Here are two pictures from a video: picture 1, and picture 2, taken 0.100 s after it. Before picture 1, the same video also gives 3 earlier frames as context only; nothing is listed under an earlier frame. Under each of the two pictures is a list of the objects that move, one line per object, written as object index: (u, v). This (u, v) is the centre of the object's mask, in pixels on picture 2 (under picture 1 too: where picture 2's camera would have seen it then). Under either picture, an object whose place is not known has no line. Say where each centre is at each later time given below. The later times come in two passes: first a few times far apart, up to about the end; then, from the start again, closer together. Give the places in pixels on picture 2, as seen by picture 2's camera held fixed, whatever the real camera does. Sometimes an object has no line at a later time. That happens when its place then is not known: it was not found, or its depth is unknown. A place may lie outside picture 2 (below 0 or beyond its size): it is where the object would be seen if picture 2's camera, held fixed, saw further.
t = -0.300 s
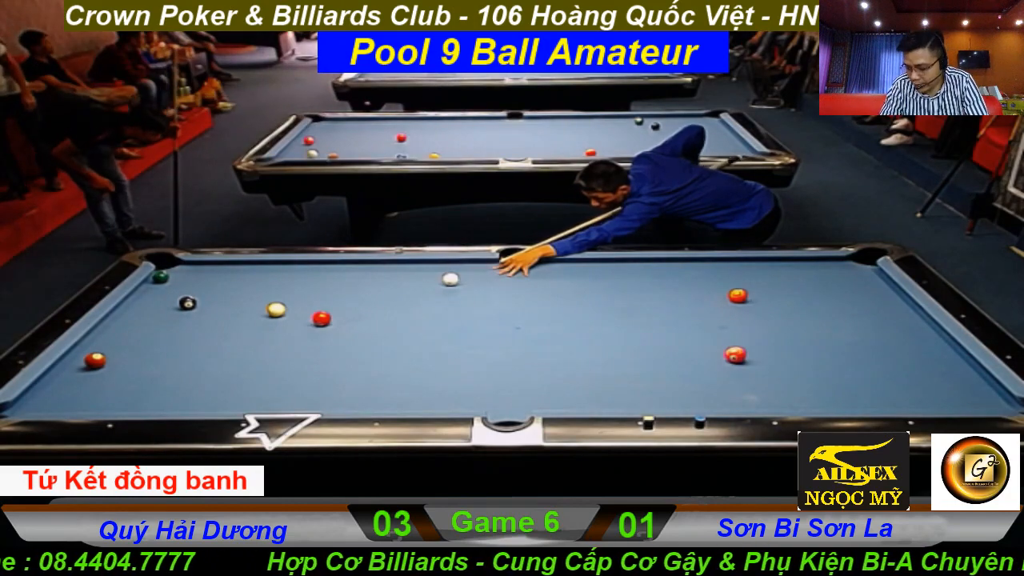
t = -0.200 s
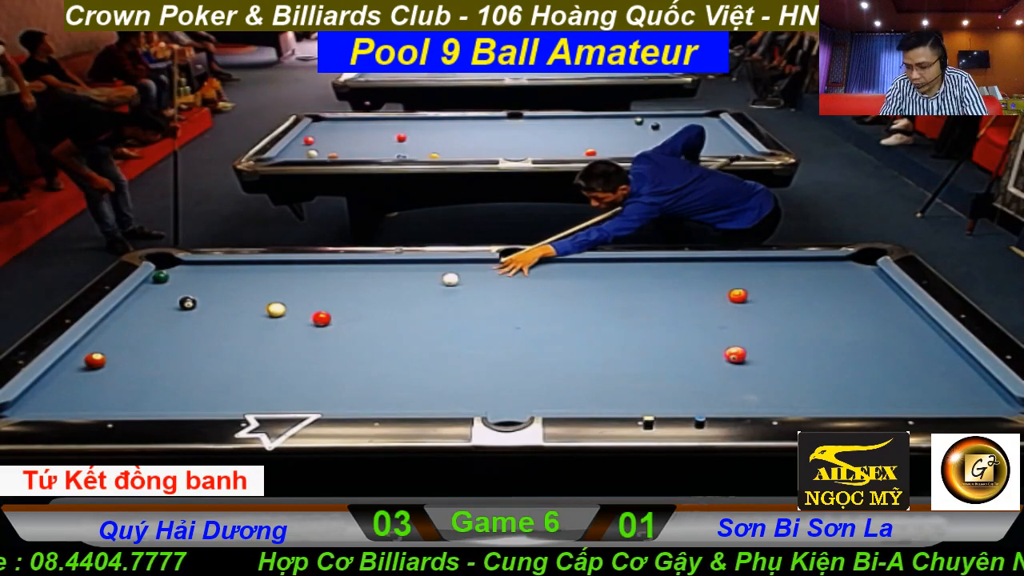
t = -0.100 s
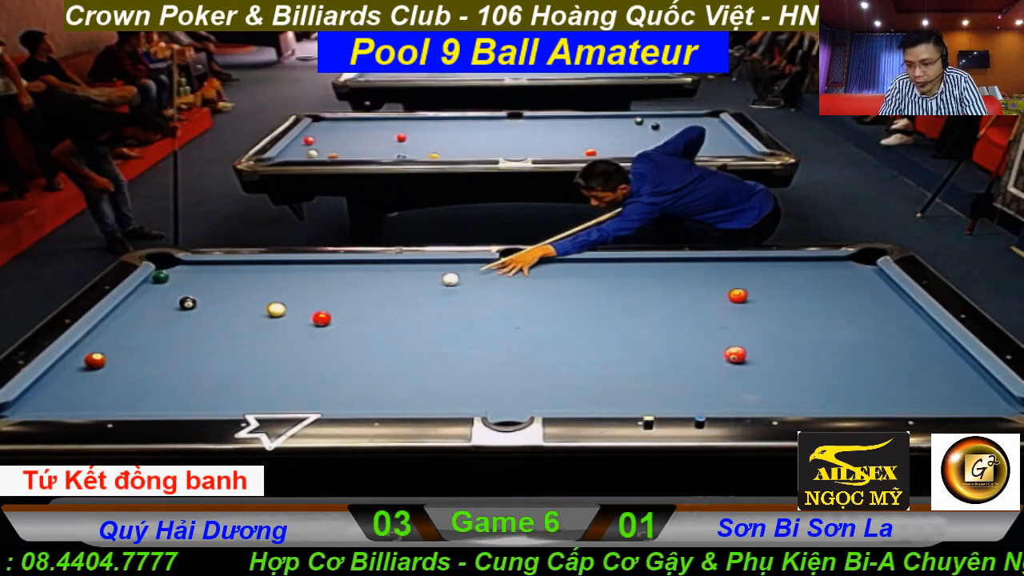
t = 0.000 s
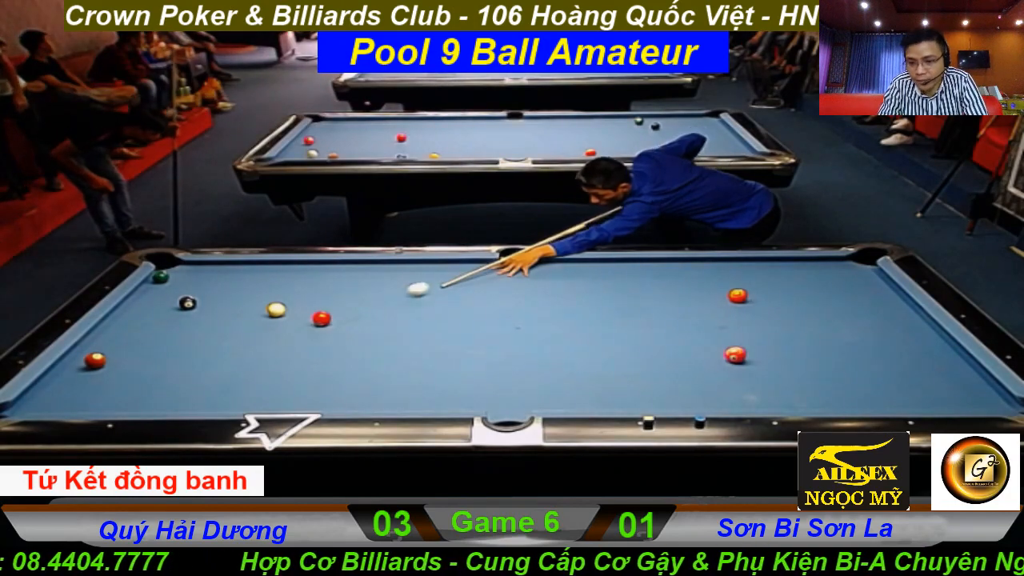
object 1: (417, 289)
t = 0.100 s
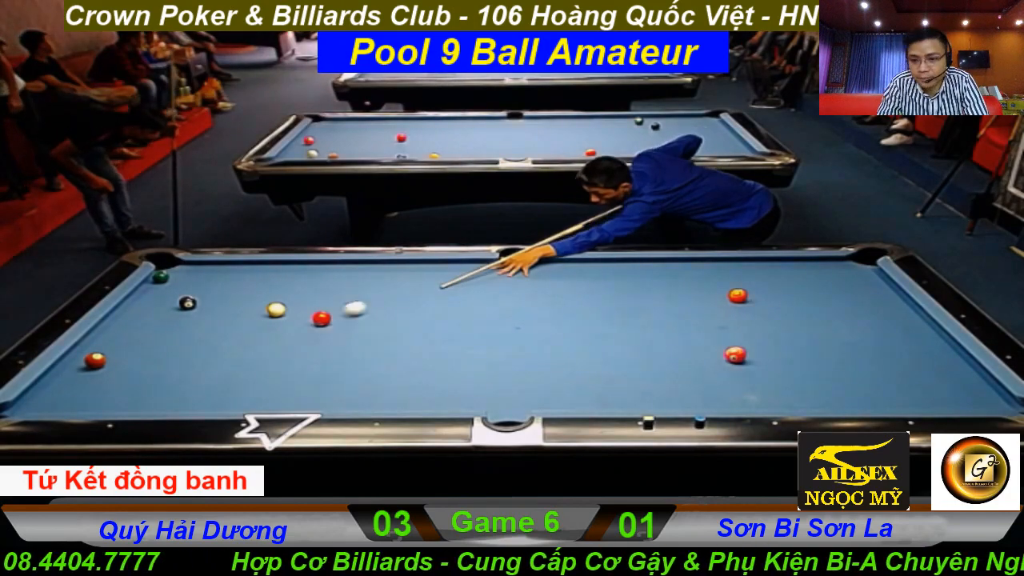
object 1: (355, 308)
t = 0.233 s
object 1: (340, 314)
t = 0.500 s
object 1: (355, 310)
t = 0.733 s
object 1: (367, 307)
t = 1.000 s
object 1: (378, 305)
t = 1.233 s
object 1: (386, 302)
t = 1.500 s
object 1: (394, 300)
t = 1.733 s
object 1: (399, 299)
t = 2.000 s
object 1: (404, 298)
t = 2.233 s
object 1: (408, 298)
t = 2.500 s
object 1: (410, 297)
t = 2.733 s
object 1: (411, 297)
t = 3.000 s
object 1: (411, 297)
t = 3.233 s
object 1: (411, 297)
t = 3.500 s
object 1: (411, 297)
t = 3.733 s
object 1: (411, 297)
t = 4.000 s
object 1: (411, 297)
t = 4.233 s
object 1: (411, 297)
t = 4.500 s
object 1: (411, 297)
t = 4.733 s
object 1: (411, 297)
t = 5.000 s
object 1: (411, 297)
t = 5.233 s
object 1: (411, 297)
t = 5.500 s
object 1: (411, 297)
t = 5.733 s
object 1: (411, 297)
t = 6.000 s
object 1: (411, 297)
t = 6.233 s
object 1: (411, 297)
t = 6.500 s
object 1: (411, 297)
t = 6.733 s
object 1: (411, 297)
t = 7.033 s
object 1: (408, 294)
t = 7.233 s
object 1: (411, 297)
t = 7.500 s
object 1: (411, 297)
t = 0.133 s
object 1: (337, 314)
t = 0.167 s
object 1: (337, 314)
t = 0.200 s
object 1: (338, 314)
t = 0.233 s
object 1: (340, 314)
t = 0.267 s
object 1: (342, 313)
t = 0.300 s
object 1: (344, 312)
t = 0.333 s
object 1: (346, 312)
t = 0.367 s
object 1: (348, 311)
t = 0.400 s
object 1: (350, 311)
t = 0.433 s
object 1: (351, 310)
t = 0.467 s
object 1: (353, 310)
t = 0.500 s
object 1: (355, 310)
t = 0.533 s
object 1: (357, 309)
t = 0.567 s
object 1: (358, 309)
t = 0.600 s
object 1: (360, 308)
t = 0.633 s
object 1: (362, 308)
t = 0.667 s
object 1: (363, 307)
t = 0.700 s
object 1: (365, 307)
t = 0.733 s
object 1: (367, 307)
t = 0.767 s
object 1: (368, 306)
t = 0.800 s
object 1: (369, 306)
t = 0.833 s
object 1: (371, 306)
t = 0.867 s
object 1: (372, 306)
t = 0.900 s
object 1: (374, 305)
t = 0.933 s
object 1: (375, 305)
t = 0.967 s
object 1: (377, 304)
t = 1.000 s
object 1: (378, 305)
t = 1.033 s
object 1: (379, 304)
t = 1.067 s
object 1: (380, 304)
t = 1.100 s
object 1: (381, 303)
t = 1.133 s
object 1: (382, 303)
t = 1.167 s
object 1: (384, 303)
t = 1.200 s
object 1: (385, 302)
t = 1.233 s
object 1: (386, 302)
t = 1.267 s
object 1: (387, 302)
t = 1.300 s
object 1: (388, 302)
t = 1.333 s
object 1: (389, 301)
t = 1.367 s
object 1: (390, 301)
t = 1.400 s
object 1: (391, 301)
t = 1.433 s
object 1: (392, 301)
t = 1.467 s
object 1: (393, 300)
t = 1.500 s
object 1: (394, 300)
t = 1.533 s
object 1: (395, 300)
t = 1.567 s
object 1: (396, 300)
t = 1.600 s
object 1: (397, 300)
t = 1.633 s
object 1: (397, 300)
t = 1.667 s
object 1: (398, 299)
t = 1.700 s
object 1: (399, 299)
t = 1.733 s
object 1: (399, 299)
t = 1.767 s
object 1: (400, 299)
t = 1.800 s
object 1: (401, 299)
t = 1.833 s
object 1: (401, 298)
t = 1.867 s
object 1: (402, 298)
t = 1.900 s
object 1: (403, 299)
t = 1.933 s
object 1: (403, 298)
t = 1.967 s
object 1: (404, 298)
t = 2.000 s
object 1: (404, 298)
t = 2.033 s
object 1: (405, 298)
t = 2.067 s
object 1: (406, 298)
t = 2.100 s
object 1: (406, 298)
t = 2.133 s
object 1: (407, 298)
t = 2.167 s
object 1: (407, 298)
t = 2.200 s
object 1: (407, 298)
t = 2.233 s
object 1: (408, 298)
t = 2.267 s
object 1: (408, 298)
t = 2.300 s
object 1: (409, 298)
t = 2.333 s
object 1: (409, 298)
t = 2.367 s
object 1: (409, 298)
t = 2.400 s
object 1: (409, 297)
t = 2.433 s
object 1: (410, 297)
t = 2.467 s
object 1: (410, 297)
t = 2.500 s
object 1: (410, 297)
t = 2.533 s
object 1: (410, 297)
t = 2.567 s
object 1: (410, 297)
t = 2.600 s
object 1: (411, 297)
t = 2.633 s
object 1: (411, 297)
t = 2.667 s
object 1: (411, 297)
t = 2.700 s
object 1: (411, 297)
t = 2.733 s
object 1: (411, 297)
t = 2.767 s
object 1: (411, 297)
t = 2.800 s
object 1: (411, 297)
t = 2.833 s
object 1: (411, 297)
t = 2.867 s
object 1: (411, 297)
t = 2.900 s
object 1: (411, 297)
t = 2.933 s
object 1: (411, 297)
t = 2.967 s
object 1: (411, 297)
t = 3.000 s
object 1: (411, 297)
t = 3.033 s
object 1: (411, 297)
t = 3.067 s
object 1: (411, 297)
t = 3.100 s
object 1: (411, 297)
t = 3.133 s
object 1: (411, 297)
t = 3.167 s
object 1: (411, 297)
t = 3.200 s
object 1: (411, 297)
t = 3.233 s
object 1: (411, 297)
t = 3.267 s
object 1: (411, 297)
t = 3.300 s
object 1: (411, 297)
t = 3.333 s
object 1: (411, 297)
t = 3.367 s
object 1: (411, 297)
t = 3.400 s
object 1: (411, 297)
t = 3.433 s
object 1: (411, 297)
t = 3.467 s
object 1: (411, 297)
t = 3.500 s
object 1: (411, 297)
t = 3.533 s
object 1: (411, 297)
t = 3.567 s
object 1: (411, 297)
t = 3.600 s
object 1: (411, 297)
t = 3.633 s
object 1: (411, 297)
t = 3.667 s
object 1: (411, 297)
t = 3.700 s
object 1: (411, 297)
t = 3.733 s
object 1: (411, 297)
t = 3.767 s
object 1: (411, 297)
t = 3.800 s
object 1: (411, 297)
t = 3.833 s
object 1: (411, 297)
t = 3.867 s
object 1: (411, 297)
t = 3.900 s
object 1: (411, 297)
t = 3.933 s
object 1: (411, 297)
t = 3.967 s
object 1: (411, 297)
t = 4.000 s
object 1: (411, 297)
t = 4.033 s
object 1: (411, 297)
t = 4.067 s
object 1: (411, 297)
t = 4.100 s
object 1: (411, 297)
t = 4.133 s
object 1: (411, 297)
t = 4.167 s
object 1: (411, 297)
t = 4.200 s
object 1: (411, 297)
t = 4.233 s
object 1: (411, 297)
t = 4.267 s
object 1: (411, 297)
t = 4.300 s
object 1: (411, 297)
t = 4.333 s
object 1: (411, 297)
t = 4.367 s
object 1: (411, 297)
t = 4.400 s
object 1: (411, 297)
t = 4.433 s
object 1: (411, 297)
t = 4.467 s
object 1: (411, 297)
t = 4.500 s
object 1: (411, 297)
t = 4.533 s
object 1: (411, 297)
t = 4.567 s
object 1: (411, 297)
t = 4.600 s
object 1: (411, 297)
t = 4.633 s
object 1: (411, 297)
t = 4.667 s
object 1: (411, 297)
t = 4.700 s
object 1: (411, 297)
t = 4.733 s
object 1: (411, 297)
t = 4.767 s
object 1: (411, 297)
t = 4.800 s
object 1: (411, 297)
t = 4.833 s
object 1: (411, 297)
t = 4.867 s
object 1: (411, 297)
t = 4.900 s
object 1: (411, 297)
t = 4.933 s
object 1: (411, 297)
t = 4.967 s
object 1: (411, 297)
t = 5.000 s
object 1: (411, 297)
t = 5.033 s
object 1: (411, 297)
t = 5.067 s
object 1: (411, 297)
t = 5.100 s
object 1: (411, 297)
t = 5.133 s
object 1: (411, 297)
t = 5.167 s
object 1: (411, 297)
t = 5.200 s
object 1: (411, 297)
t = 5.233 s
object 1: (411, 297)
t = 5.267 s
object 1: (411, 297)
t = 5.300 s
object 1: (411, 297)
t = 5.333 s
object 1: (411, 297)
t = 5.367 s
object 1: (411, 297)
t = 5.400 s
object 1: (411, 297)
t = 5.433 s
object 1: (411, 297)
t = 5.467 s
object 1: (411, 297)
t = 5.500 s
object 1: (411, 297)
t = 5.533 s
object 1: (411, 297)
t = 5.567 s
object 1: (411, 297)
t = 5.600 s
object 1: (411, 297)
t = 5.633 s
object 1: (411, 297)
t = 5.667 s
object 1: (411, 297)
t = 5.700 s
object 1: (411, 297)
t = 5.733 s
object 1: (411, 297)
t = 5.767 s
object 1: (411, 297)
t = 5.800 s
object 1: (411, 297)
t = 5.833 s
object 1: (411, 297)
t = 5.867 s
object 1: (411, 297)
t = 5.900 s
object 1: (411, 297)
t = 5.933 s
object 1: (411, 297)
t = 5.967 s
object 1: (411, 297)
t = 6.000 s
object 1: (411, 297)
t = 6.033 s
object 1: (411, 297)
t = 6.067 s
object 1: (411, 297)
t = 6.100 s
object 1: (411, 297)
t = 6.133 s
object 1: (411, 297)
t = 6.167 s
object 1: (411, 297)
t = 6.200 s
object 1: (411, 297)
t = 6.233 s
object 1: (411, 297)
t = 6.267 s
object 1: (411, 297)
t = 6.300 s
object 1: (411, 297)
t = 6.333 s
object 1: (411, 297)
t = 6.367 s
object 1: (411, 297)
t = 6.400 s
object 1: (411, 297)
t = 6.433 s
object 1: (411, 297)
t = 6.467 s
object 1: (411, 297)
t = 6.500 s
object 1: (411, 297)
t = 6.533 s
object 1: (411, 297)
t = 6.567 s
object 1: (411, 297)
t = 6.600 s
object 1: (411, 297)
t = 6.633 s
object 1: (411, 297)
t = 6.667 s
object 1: (411, 297)
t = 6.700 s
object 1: (411, 297)
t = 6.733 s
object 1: (411, 297)
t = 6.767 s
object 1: (411, 298)
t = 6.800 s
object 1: (412, 298)
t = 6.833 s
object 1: (415, 298)
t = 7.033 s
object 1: (408, 294)
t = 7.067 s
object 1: (410, 294)
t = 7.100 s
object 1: (409, 296)
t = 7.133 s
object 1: (410, 297)
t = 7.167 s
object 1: (411, 297)
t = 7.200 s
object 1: (411, 297)
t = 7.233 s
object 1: (411, 297)
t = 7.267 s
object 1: (411, 297)
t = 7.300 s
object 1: (411, 297)
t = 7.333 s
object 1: (411, 297)
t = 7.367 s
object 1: (411, 297)
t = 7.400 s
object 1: (411, 297)
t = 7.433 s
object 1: (411, 297)
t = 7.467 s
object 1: (411, 297)
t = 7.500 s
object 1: (411, 297)
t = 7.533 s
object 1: (411, 297)
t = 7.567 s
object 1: (411, 297)
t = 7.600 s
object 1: (411, 297)
